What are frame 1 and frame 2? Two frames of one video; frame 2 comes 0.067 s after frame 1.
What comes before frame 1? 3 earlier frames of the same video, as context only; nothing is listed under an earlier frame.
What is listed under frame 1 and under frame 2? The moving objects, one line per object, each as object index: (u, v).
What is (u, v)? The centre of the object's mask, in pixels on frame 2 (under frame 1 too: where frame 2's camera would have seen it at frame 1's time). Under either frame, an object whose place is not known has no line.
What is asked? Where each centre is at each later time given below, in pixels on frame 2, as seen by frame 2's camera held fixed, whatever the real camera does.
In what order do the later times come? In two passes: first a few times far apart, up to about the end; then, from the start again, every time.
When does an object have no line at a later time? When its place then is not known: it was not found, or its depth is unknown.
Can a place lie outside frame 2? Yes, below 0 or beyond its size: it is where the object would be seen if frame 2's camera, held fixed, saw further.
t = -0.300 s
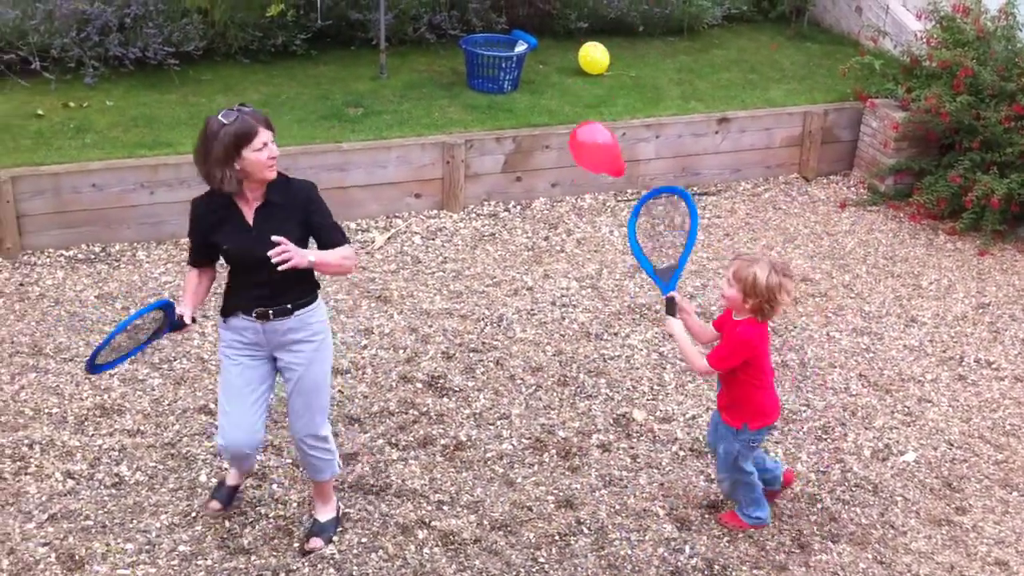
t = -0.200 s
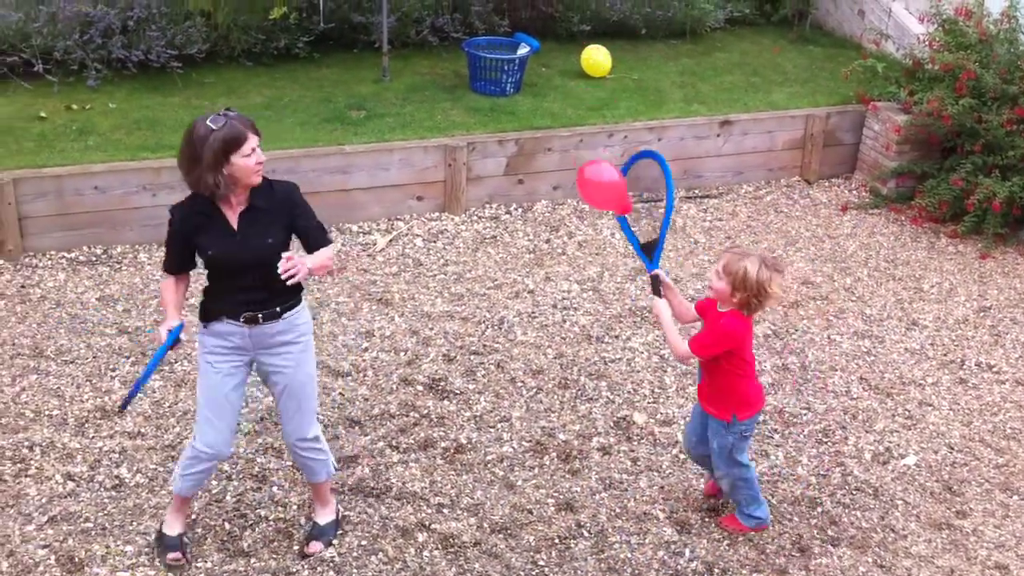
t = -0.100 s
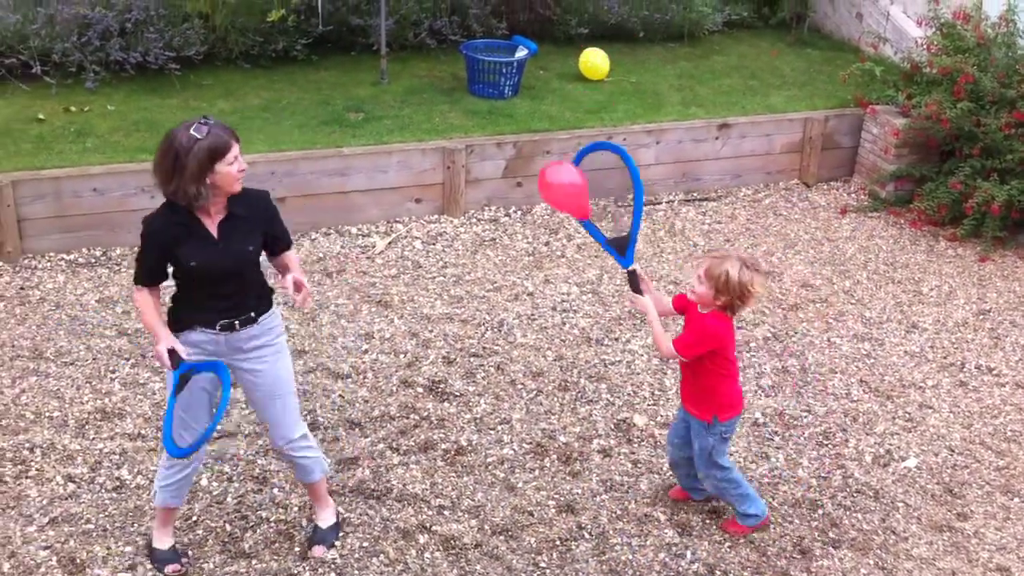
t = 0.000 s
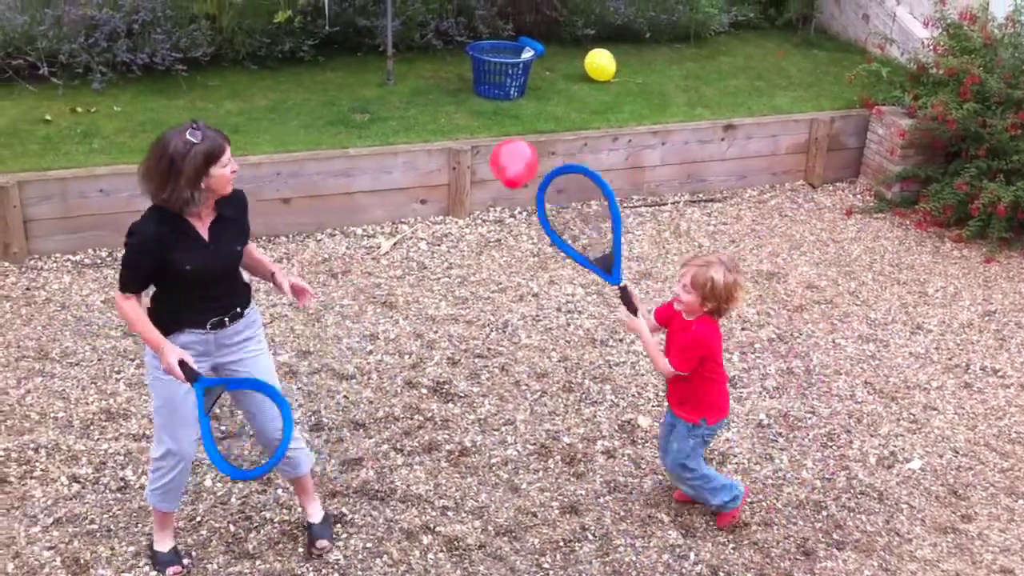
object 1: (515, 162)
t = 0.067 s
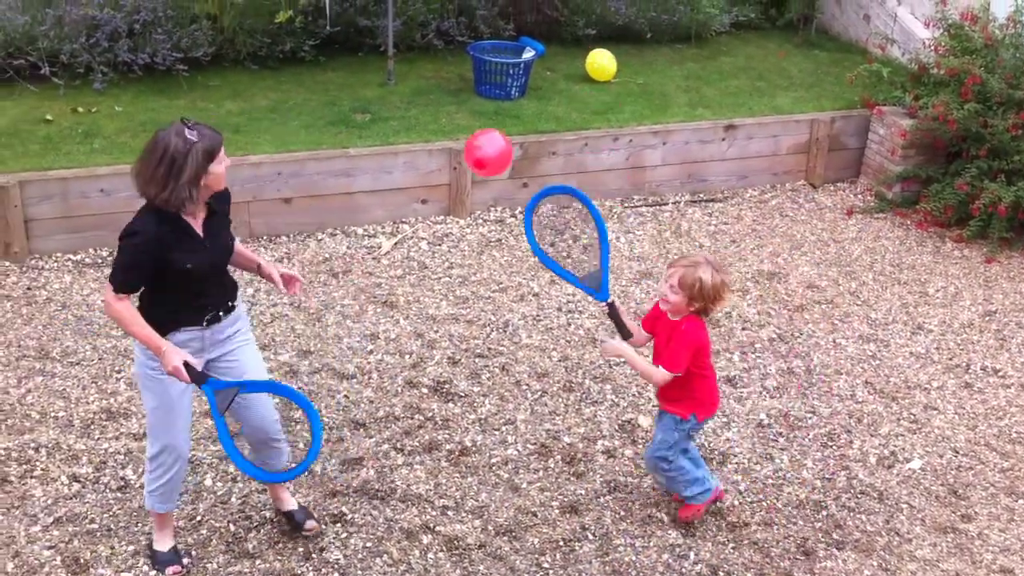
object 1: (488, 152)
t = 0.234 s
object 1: (436, 137)
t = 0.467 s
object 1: (384, 145)
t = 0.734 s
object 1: (344, 187)
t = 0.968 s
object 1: (329, 244)
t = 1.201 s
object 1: (332, 292)
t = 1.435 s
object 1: (335, 326)
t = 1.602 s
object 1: (332, 361)
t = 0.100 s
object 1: (476, 148)
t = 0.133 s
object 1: (465, 145)
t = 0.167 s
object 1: (454, 142)
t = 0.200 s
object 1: (445, 139)
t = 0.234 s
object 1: (436, 137)
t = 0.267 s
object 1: (426, 135)
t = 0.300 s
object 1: (418, 134)
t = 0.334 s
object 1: (411, 135)
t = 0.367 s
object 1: (403, 137)
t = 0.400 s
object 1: (397, 139)
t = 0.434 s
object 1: (390, 142)
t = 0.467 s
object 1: (384, 145)
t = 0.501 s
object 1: (378, 149)
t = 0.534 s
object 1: (372, 153)
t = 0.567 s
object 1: (366, 158)
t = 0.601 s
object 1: (361, 162)
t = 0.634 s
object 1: (357, 168)
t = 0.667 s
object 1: (351, 174)
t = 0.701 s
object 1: (348, 180)
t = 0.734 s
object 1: (344, 187)
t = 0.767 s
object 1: (340, 195)
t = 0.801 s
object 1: (337, 203)
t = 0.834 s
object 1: (334, 211)
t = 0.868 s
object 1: (332, 219)
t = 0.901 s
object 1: (331, 227)
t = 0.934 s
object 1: (329, 235)
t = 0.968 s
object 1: (329, 244)
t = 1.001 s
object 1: (328, 252)
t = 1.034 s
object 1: (327, 260)
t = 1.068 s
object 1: (328, 267)
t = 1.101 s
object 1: (329, 274)
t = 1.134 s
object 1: (329, 281)
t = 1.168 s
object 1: (331, 287)
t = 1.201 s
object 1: (332, 292)
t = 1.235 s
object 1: (333, 296)
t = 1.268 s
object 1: (334, 301)
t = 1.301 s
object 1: (335, 305)
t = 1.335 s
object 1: (336, 310)
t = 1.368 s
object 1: (336, 315)
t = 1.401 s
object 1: (336, 321)
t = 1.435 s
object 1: (335, 326)
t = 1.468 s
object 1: (336, 333)
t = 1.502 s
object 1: (335, 340)
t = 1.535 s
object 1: (334, 347)
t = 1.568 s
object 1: (333, 354)
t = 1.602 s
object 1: (332, 361)
